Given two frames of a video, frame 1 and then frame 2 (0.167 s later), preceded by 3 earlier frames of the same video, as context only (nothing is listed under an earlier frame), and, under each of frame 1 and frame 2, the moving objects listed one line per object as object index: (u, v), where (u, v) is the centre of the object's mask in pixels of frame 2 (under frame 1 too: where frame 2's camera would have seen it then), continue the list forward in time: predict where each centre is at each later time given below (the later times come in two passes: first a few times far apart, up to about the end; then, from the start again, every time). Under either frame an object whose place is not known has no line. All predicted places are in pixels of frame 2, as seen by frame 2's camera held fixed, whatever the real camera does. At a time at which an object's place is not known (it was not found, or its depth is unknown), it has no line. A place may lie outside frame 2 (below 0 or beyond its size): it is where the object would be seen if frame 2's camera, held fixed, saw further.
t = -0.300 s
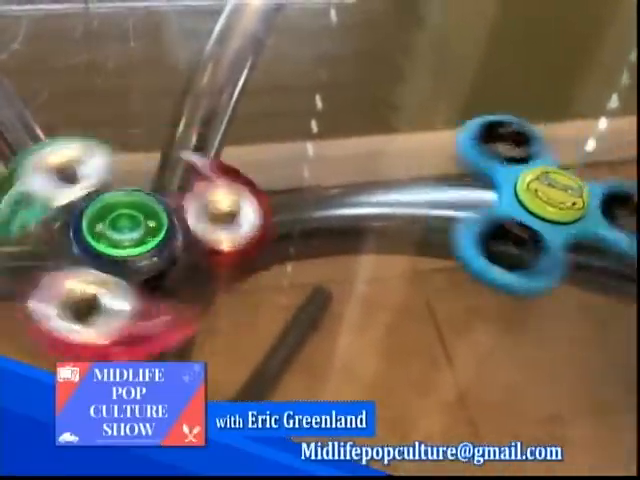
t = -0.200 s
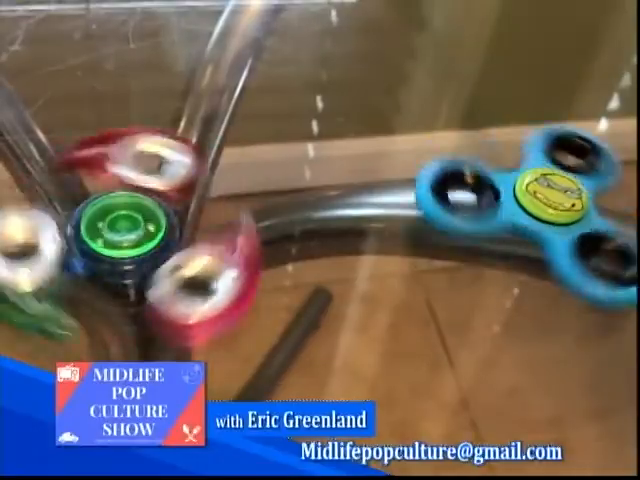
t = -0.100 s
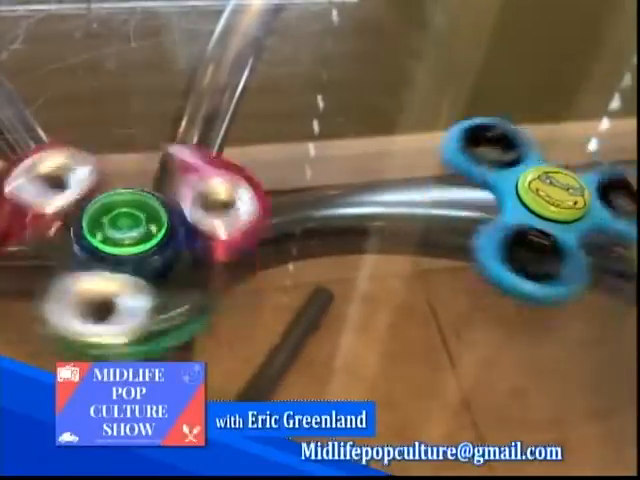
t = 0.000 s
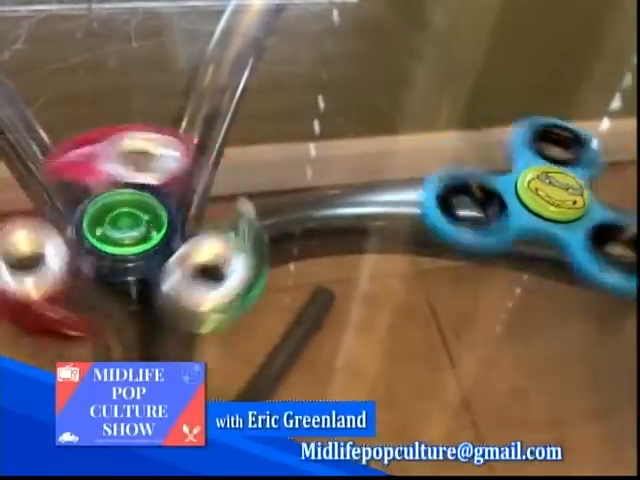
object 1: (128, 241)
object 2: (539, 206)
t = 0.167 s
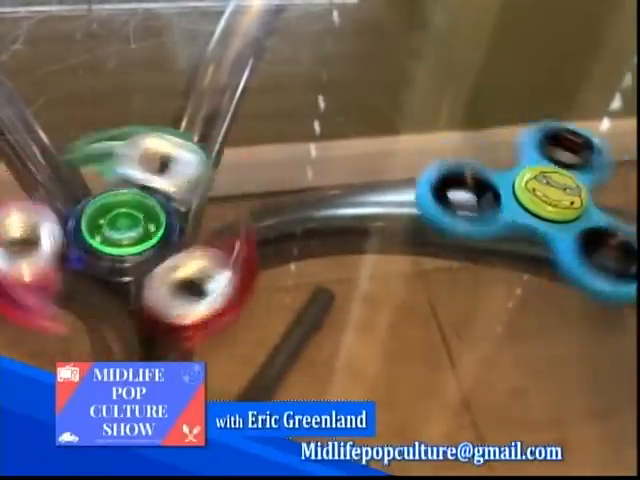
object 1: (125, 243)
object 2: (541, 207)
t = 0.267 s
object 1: (115, 244)
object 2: (537, 210)
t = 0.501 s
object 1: (129, 247)
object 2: (547, 209)
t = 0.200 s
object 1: (119, 239)
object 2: (535, 206)
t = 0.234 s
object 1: (115, 244)
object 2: (532, 207)
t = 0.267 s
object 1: (115, 244)
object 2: (537, 210)
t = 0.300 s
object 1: (123, 246)
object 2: (545, 210)
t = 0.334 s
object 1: (128, 244)
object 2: (543, 208)
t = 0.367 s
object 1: (125, 242)
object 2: (537, 205)
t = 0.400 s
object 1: (122, 243)
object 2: (535, 207)
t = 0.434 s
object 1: (121, 246)
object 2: (535, 209)
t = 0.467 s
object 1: (131, 246)
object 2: (543, 211)
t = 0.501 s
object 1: (129, 247)
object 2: (547, 209)
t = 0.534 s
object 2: (540, 206)
